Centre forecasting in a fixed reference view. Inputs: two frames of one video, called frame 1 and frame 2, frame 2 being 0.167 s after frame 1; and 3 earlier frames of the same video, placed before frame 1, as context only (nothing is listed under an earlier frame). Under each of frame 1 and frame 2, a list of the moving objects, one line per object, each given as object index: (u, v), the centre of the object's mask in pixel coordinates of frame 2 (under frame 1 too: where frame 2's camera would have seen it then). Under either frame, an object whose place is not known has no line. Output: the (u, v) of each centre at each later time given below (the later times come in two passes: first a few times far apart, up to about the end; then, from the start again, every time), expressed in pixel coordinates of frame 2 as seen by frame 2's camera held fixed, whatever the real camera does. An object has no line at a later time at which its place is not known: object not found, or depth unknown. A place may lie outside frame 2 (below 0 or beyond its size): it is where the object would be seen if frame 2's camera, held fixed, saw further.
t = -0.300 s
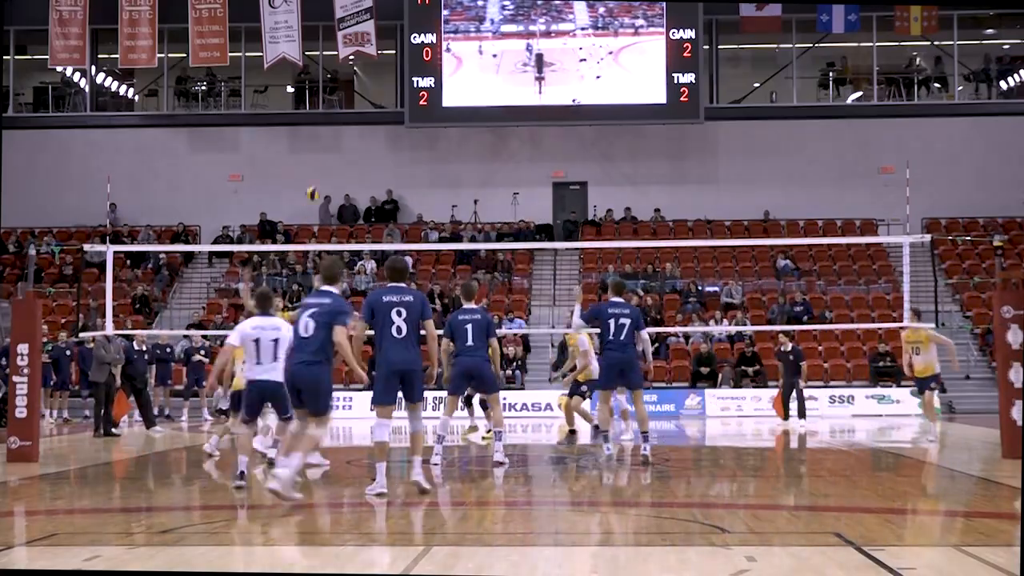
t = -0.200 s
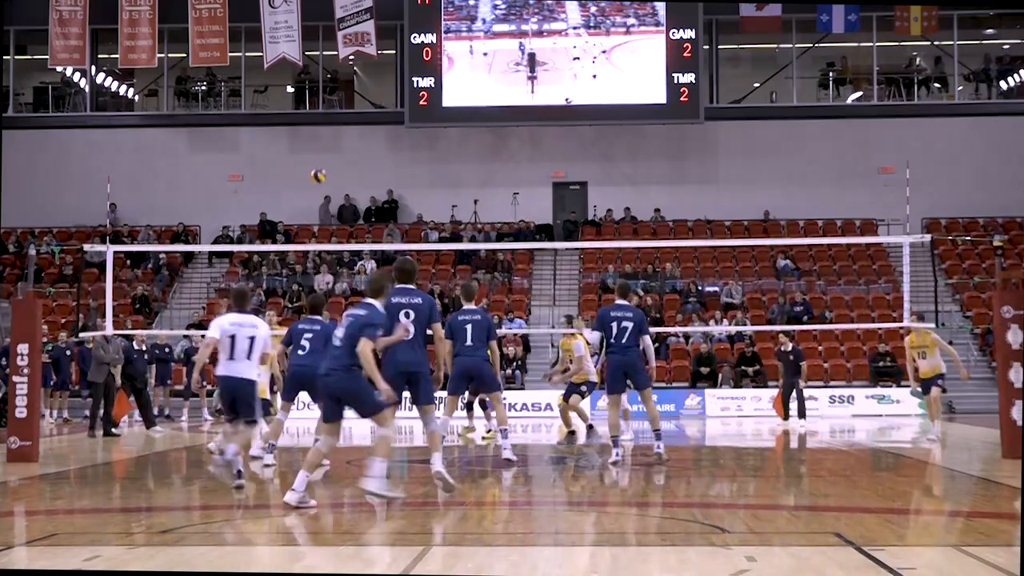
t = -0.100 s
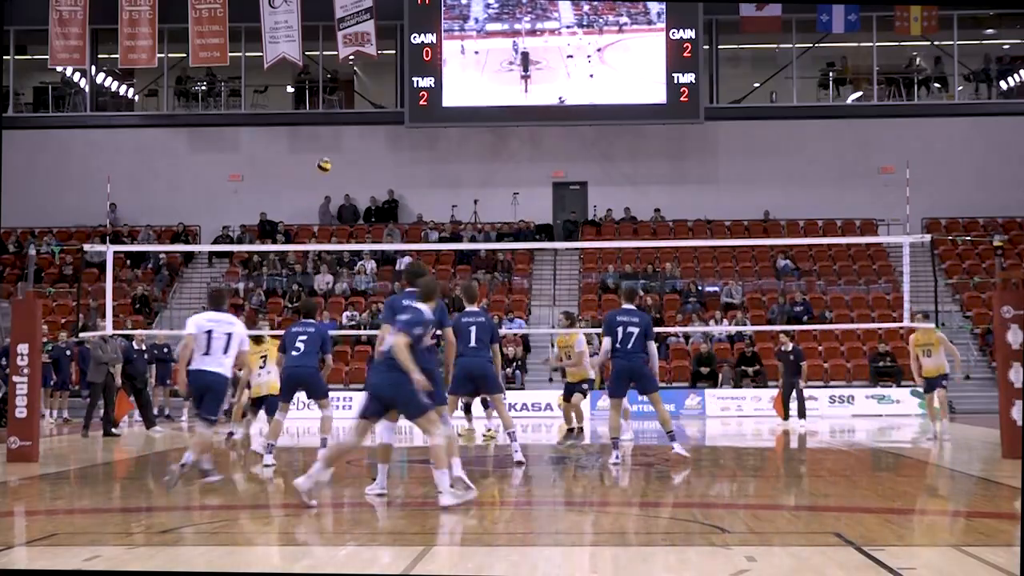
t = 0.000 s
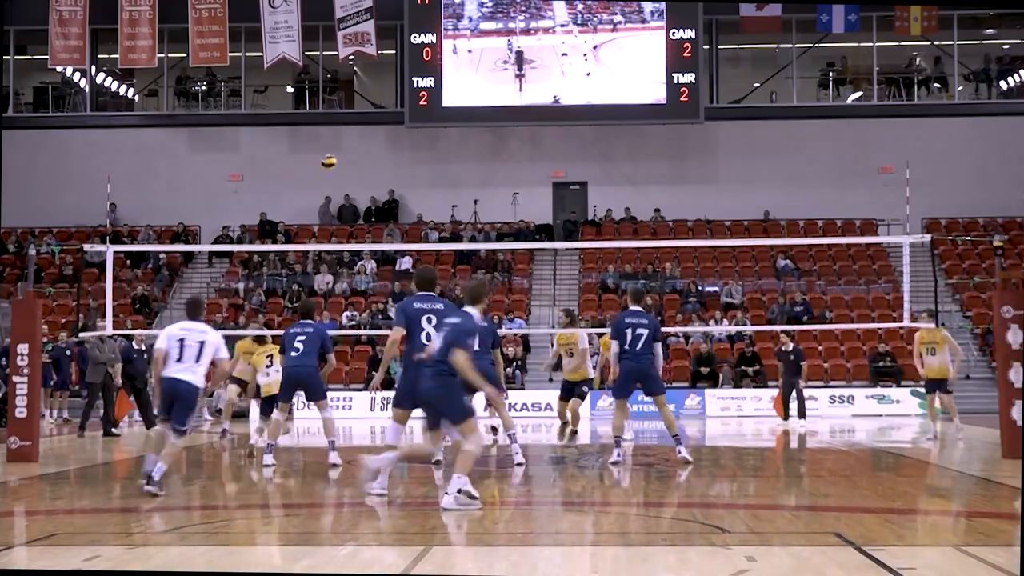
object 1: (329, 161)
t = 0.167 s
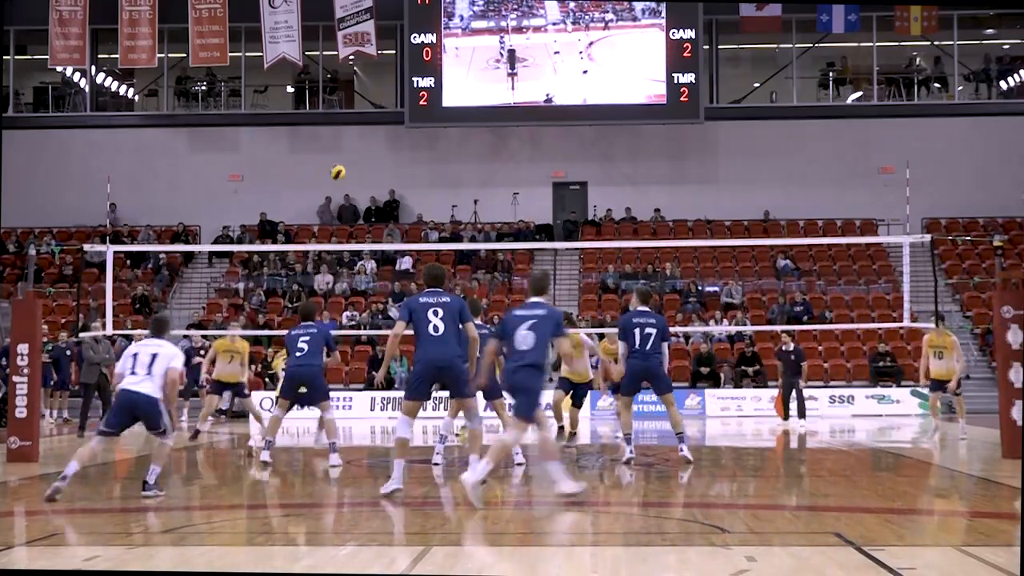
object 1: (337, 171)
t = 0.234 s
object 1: (341, 182)
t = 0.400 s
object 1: (350, 222)
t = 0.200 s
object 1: (340, 177)
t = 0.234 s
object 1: (341, 182)
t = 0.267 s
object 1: (343, 188)
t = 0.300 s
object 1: (345, 195)
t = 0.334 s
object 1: (346, 203)
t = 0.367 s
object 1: (348, 213)
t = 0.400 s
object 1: (350, 222)
